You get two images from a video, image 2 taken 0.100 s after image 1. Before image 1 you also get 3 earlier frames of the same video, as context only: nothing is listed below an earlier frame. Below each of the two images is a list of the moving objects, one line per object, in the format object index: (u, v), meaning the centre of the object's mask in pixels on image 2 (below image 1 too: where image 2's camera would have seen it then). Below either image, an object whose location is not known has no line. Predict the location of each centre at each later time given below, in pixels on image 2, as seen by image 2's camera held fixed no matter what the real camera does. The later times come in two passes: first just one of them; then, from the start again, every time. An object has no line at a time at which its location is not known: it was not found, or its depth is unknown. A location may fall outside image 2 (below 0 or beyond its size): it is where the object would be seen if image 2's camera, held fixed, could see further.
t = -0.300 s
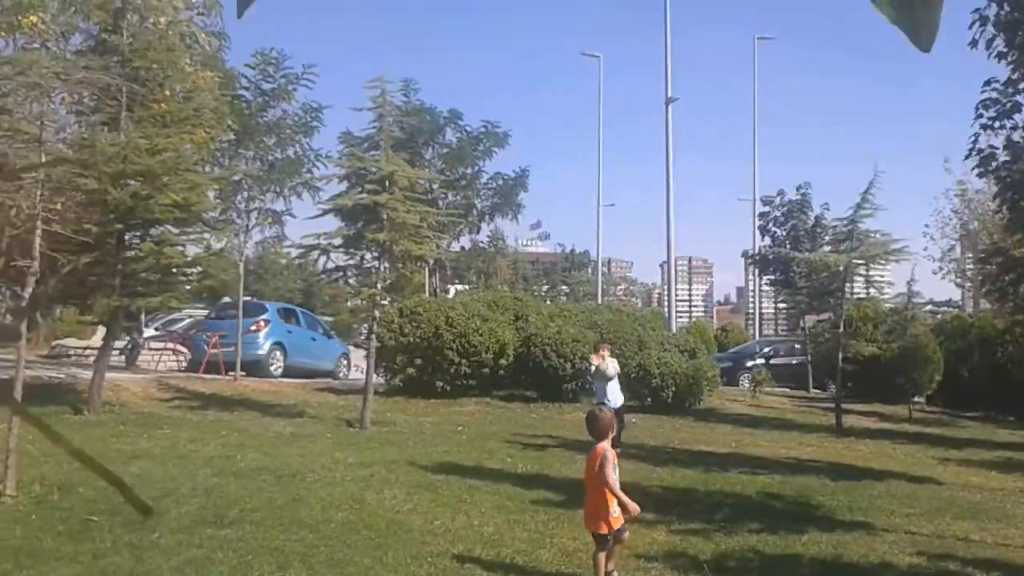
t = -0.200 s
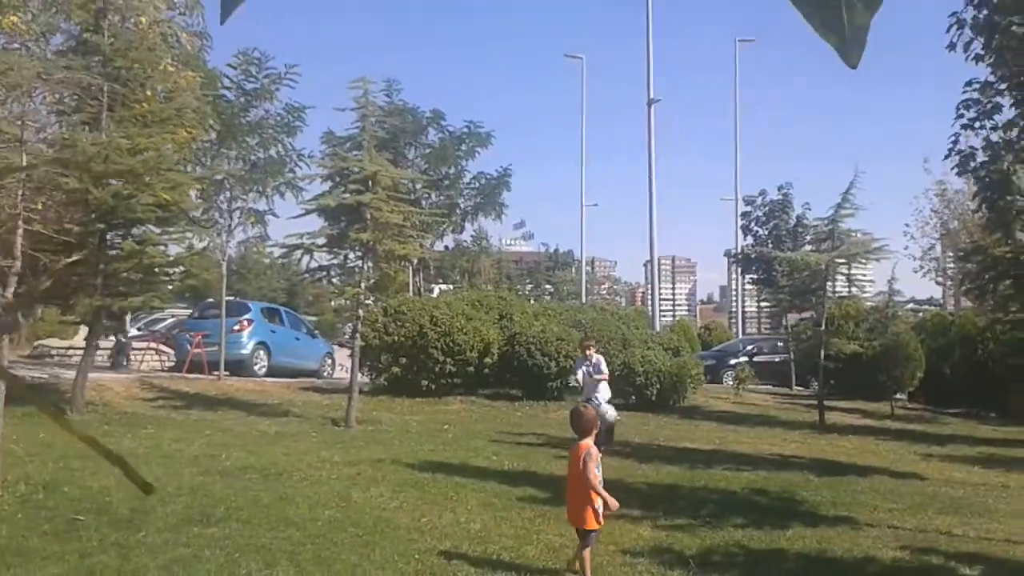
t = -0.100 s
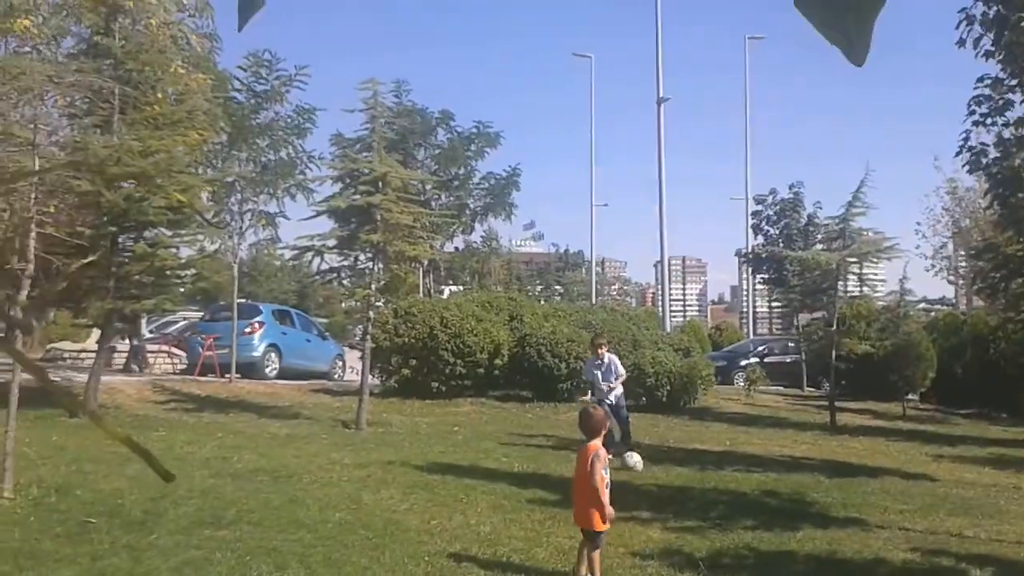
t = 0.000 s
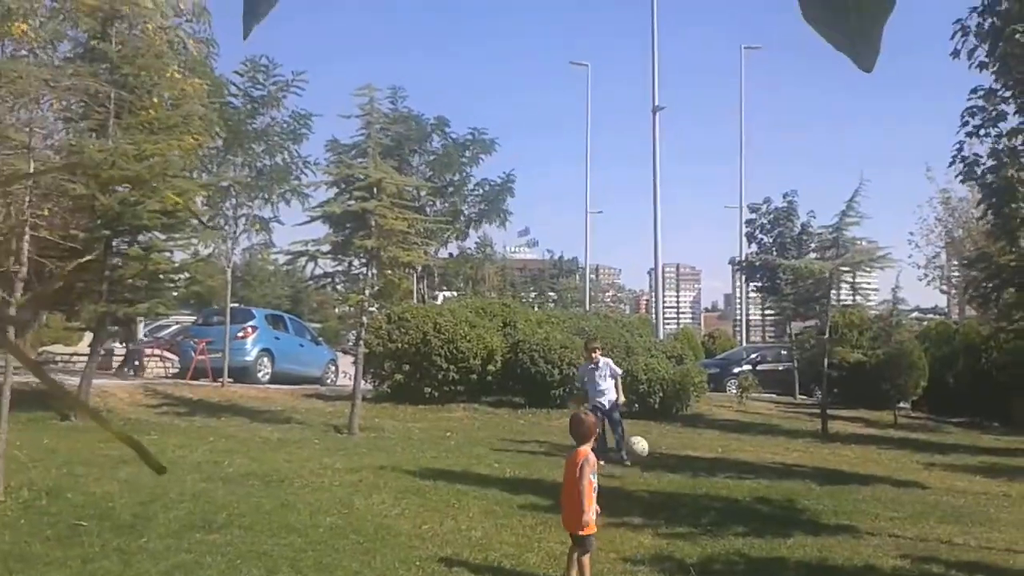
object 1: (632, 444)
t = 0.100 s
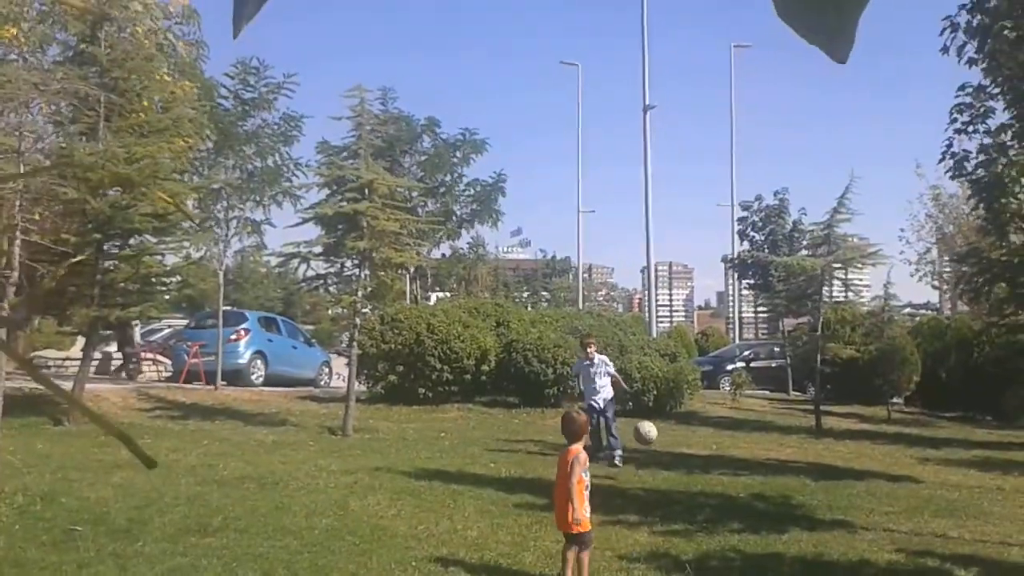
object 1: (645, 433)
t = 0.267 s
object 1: (670, 435)
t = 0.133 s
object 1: (650, 431)
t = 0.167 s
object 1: (655, 431)
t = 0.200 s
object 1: (660, 431)
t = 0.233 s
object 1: (665, 433)
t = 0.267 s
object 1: (670, 435)
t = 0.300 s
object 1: (676, 440)
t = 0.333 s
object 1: (680, 443)
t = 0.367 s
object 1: (688, 451)
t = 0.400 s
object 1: (693, 462)
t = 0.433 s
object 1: (698, 472)
